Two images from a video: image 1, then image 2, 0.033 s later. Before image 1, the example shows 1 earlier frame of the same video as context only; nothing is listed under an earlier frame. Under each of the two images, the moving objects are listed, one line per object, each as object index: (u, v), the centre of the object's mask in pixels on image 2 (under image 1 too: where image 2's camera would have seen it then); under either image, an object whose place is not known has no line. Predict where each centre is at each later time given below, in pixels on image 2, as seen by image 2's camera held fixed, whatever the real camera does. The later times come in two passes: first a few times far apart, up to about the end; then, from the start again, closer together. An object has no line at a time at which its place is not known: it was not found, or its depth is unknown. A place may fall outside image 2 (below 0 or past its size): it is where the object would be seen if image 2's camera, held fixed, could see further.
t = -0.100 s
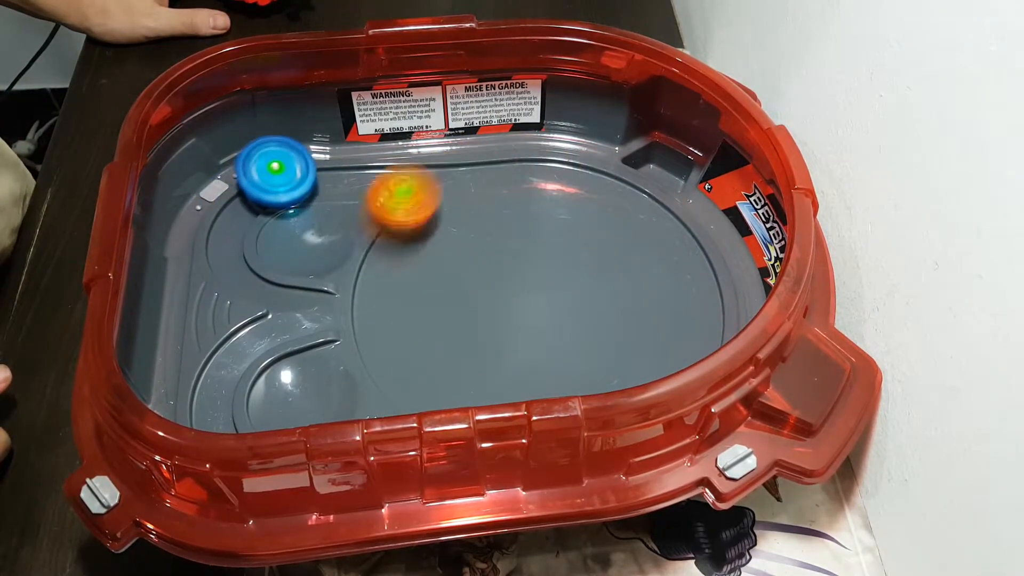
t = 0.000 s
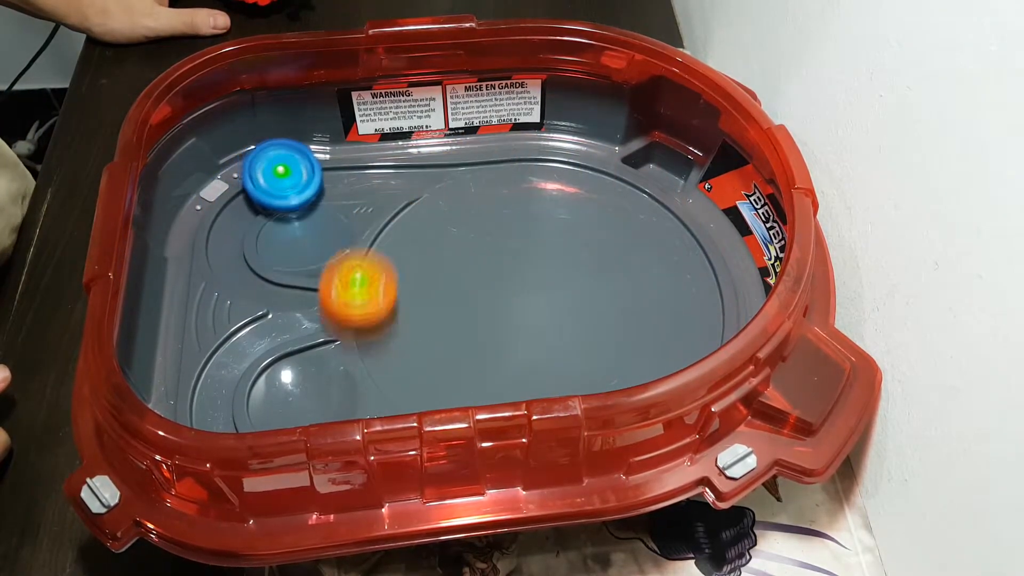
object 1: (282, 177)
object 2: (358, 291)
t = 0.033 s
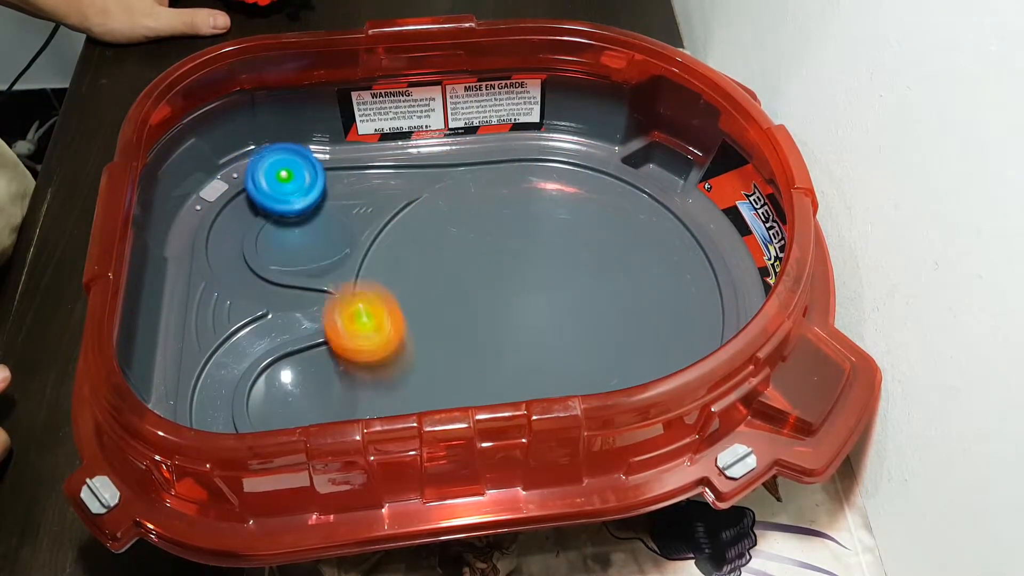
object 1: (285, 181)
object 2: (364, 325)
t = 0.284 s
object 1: (313, 179)
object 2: (620, 381)
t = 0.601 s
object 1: (360, 175)
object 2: (632, 180)
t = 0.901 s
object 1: (366, 168)
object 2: (415, 239)
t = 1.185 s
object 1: (282, 173)
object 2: (471, 384)
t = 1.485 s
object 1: (218, 254)
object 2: (674, 337)
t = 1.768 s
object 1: (325, 275)
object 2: (539, 214)
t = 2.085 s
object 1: (382, 348)
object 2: (433, 271)
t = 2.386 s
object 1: (508, 370)
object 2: (560, 300)
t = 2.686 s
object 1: (578, 270)
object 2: (524, 199)
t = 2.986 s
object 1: (529, 186)
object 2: (453, 312)
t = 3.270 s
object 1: (458, 241)
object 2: (597, 360)
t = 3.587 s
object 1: (522, 348)
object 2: (614, 251)
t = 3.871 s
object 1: (632, 350)
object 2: (460, 263)
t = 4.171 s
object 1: (596, 280)
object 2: (459, 379)
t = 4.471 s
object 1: (471, 270)
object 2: (602, 340)
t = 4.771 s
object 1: (407, 326)
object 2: (539, 228)
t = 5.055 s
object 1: (500, 346)
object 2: (418, 236)
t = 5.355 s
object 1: (566, 269)
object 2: (486, 354)
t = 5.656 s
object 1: (530, 206)
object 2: (629, 291)
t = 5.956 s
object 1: (484, 272)
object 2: (557, 199)
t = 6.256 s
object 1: (540, 350)
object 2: (441, 287)
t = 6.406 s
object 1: (586, 357)
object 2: (462, 358)
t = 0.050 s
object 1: (286, 181)
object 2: (372, 342)
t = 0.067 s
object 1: (287, 181)
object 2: (383, 358)
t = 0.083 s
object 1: (288, 181)
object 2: (395, 374)
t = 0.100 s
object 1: (290, 181)
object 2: (409, 384)
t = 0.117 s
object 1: (291, 182)
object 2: (421, 389)
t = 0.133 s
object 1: (292, 181)
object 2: (437, 395)
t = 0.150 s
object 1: (293, 181)
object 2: (458, 398)
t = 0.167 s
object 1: (295, 181)
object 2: (479, 399)
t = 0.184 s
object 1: (298, 181)
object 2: (500, 400)
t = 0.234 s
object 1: (305, 180)
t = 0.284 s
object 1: (313, 179)
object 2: (620, 381)
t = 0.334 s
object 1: (319, 179)
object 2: (658, 362)
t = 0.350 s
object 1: (322, 179)
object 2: (669, 353)
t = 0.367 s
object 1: (324, 179)
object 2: (679, 345)
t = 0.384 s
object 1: (326, 179)
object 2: (689, 335)
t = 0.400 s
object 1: (328, 178)
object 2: (698, 325)
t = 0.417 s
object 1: (331, 179)
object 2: (707, 312)
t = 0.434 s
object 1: (333, 178)
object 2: (711, 300)
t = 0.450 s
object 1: (336, 178)
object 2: (710, 286)
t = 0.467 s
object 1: (338, 178)
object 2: (707, 272)
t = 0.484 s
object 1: (340, 177)
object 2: (700, 258)
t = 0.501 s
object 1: (344, 178)
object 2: (694, 244)
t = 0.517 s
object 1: (346, 177)
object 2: (687, 230)
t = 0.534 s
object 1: (349, 177)
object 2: (679, 218)
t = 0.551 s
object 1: (351, 177)
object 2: (668, 207)
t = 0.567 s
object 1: (354, 176)
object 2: (657, 198)
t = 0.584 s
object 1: (357, 176)
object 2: (644, 187)
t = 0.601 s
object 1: (360, 175)
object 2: (632, 180)
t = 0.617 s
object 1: (363, 175)
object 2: (617, 174)
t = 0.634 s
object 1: (366, 176)
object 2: (604, 170)
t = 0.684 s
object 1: (375, 175)
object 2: (556, 157)
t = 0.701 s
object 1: (378, 175)
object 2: (539, 157)
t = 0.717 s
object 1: (381, 173)
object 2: (522, 158)
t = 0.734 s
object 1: (384, 174)
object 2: (507, 159)
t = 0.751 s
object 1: (387, 173)
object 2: (491, 162)
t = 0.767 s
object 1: (390, 173)
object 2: (477, 166)
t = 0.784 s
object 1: (391, 172)
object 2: (462, 172)
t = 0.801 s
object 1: (388, 165)
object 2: (453, 181)
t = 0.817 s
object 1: (384, 157)
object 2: (447, 191)
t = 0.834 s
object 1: (380, 152)
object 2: (439, 199)
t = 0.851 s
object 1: (377, 154)
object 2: (433, 209)
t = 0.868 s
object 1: (373, 158)
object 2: (426, 218)
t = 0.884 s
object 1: (370, 164)
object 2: (420, 229)
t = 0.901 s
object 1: (366, 168)
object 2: (415, 239)
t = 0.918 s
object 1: (362, 171)
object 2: (410, 250)
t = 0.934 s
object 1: (357, 169)
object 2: (407, 261)
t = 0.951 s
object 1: (353, 168)
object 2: (405, 271)
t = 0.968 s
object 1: (349, 167)
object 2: (404, 282)
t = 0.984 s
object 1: (345, 168)
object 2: (403, 293)
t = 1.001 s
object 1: (341, 169)
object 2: (404, 303)
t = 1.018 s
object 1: (337, 171)
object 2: (406, 314)
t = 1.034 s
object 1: (332, 169)
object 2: (408, 325)
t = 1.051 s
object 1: (327, 168)
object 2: (412, 335)
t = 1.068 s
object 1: (323, 169)
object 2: (417, 345)
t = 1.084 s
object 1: (319, 170)
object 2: (422, 354)
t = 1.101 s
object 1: (313, 171)
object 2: (428, 362)
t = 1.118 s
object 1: (307, 170)
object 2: (435, 370)
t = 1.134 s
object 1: (302, 171)
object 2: (443, 375)
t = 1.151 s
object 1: (296, 172)
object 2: (451, 379)
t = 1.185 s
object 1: (282, 173)
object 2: (471, 384)
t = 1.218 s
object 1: (269, 177)
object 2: (493, 387)
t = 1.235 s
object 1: (263, 179)
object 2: (505, 388)
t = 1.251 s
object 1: (257, 181)
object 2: (518, 388)
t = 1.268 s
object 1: (251, 185)
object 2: (532, 388)
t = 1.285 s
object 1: (245, 190)
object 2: (547, 388)
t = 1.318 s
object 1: (236, 200)
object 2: (576, 386)
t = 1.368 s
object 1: (226, 217)
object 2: (616, 378)
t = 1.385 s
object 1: (224, 222)
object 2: (627, 374)
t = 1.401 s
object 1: (222, 226)
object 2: (638, 369)
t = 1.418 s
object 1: (220, 232)
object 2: (648, 364)
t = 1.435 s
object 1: (219, 237)
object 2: (656, 358)
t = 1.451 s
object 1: (218, 244)
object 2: (663, 351)
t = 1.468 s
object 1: (217, 250)
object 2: (669, 344)
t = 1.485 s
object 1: (218, 254)
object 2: (674, 337)
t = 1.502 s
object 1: (219, 258)
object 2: (677, 329)
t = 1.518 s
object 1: (223, 261)
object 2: (677, 318)
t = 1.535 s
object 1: (230, 264)
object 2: (675, 308)
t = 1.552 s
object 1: (236, 267)
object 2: (671, 297)
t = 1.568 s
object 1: (241, 270)
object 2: (666, 285)
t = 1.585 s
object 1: (248, 272)
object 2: (660, 275)
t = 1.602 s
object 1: (254, 274)
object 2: (652, 265)
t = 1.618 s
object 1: (260, 275)
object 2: (644, 256)
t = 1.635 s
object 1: (267, 276)
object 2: (634, 247)
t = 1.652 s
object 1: (275, 275)
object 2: (624, 240)
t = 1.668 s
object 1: (283, 274)
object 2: (613, 233)
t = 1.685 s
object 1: (292, 273)
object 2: (601, 228)
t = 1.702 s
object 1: (300, 271)
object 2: (590, 224)
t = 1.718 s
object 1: (308, 272)
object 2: (577, 220)
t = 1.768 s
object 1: (325, 275)
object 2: (539, 214)
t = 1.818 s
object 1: (338, 273)
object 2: (501, 213)
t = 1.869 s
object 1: (348, 274)
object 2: (466, 220)
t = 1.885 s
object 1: (350, 274)
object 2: (455, 224)
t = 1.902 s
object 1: (353, 275)
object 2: (444, 228)
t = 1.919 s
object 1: (356, 278)
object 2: (434, 233)
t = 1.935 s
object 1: (360, 282)
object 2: (425, 239)
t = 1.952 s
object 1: (361, 288)
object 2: (421, 243)
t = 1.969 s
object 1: (359, 295)
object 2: (422, 244)
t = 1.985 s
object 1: (362, 304)
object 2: (424, 246)
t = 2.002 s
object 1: (364, 312)
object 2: (426, 249)
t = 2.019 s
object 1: (368, 320)
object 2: (428, 251)
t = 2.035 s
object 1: (371, 328)
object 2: (429, 256)
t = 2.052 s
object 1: (375, 335)
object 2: (431, 259)
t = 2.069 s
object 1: (378, 341)
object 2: (432, 265)
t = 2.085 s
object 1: (382, 348)
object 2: (433, 271)
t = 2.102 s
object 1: (386, 354)
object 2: (433, 276)
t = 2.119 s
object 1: (390, 360)
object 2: (434, 282)
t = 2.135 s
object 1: (394, 364)
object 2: (437, 289)
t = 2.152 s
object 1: (399, 369)
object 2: (441, 295)
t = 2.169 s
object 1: (405, 373)
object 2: (446, 301)
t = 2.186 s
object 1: (412, 375)
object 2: (453, 306)
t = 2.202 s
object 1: (418, 377)
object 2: (460, 311)
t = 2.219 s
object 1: (425, 378)
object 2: (469, 315)
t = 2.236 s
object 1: (433, 379)
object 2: (478, 318)
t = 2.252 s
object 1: (441, 379)
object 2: (488, 320)
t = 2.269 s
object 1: (449, 379)
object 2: (498, 320)
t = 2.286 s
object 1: (458, 379)
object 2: (508, 320)
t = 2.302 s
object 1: (467, 379)
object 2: (518, 319)
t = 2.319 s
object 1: (476, 377)
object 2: (527, 317)
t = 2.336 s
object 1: (484, 376)
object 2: (536, 313)
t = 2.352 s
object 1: (493, 374)
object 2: (545, 309)
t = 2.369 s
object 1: (502, 372)
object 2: (552, 305)
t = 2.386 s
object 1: (508, 370)
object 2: (560, 300)
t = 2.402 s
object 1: (516, 367)
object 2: (567, 294)
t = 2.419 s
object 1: (523, 364)
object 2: (572, 287)
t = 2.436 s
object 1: (529, 361)
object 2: (576, 280)
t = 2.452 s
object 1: (536, 356)
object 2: (580, 273)
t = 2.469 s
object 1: (541, 350)
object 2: (582, 266)
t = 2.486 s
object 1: (546, 345)
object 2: (583, 258)
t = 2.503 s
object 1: (551, 339)
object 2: (583, 251)
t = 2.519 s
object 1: (556, 333)
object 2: (582, 244)
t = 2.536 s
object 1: (559, 327)
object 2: (580, 238)
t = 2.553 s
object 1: (563, 321)
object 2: (577, 231)
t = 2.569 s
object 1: (565, 315)
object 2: (573, 225)
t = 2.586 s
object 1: (569, 308)
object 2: (568, 219)
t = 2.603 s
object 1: (571, 302)
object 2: (562, 214)
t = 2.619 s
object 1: (573, 296)
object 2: (556, 209)
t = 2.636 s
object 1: (575, 289)
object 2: (548, 205)
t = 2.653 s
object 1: (577, 283)
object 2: (541, 202)
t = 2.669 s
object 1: (577, 277)
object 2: (532, 200)
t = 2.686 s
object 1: (578, 270)
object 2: (524, 199)
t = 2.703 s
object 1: (579, 264)
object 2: (515, 199)
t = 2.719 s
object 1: (579, 258)
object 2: (506, 200)
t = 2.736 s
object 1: (579, 251)
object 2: (497, 202)
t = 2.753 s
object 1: (578, 245)
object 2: (489, 205)
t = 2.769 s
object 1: (577, 240)
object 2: (481, 209)
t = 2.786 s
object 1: (575, 233)
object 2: (474, 214)
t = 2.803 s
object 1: (573, 227)
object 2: (466, 220)
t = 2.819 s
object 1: (571, 223)
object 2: (460, 226)
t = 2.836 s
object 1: (568, 217)
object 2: (455, 234)
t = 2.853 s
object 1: (565, 212)
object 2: (451, 243)
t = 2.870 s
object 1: (562, 208)
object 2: (447, 252)
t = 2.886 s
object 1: (558, 203)
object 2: (445, 260)
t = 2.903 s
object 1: (554, 200)
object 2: (444, 268)
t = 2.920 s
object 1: (550, 196)
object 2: (443, 276)
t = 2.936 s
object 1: (545, 192)
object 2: (444, 286)
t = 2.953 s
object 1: (540, 189)
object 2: (446, 295)
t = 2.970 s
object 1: (535, 188)
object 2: (449, 304)
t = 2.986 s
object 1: (529, 186)
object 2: (453, 312)
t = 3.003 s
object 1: (523, 184)
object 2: (459, 321)
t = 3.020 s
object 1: (518, 184)
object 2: (465, 328)
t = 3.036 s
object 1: (512, 184)
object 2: (471, 335)
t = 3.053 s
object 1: (506, 185)
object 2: (478, 342)
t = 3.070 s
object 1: (501, 186)
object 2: (486, 346)
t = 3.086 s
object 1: (495, 188)
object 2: (495, 352)
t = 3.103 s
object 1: (490, 191)
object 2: (504, 356)
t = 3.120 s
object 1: (484, 194)
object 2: (513, 360)
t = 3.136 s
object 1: (480, 198)
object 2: (522, 363)
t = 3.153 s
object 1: (476, 202)
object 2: (532, 365)
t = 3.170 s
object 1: (471, 207)
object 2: (541, 366)
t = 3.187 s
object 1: (468, 212)
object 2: (551, 366)
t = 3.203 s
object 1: (465, 217)
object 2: (561, 366)
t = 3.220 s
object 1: (463, 223)
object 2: (571, 365)
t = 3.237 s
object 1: (461, 229)
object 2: (580, 364)
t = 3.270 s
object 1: (458, 241)
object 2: (597, 360)
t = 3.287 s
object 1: (458, 248)
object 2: (604, 357)
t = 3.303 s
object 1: (458, 255)
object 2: (612, 354)
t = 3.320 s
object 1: (459, 261)
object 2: (619, 349)
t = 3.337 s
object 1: (460, 267)
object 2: (625, 344)
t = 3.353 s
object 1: (462, 274)
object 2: (631, 339)
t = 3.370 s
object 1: (464, 280)
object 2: (635, 333)
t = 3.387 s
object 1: (467, 287)
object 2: (639, 328)
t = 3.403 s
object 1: (470, 293)
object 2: (642, 321)
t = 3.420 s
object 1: (473, 298)
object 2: (644, 314)
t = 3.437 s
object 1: (477, 305)
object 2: (646, 308)
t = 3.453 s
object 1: (481, 310)
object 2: (646, 301)
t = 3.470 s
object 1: (486, 316)
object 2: (646, 293)
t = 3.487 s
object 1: (490, 321)
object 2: (644, 287)
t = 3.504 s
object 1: (495, 326)
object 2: (641, 280)
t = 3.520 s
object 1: (500, 331)
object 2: (638, 274)
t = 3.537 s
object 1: (505, 336)
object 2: (633, 268)
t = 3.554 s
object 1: (511, 340)
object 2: (628, 262)
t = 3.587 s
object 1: (522, 348)
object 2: (614, 251)
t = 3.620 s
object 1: (536, 356)
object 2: (597, 243)
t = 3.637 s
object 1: (542, 358)
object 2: (588, 239)
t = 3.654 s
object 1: (549, 360)
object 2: (578, 237)
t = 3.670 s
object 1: (556, 362)
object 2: (568, 236)
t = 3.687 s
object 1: (563, 363)
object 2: (558, 234)
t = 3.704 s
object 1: (570, 363)
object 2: (548, 234)
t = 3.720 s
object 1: (577, 363)
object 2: (538, 234)
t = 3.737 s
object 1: (584, 363)
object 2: (528, 235)
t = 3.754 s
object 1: (591, 363)
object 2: (518, 237)
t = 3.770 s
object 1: (598, 362)
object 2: (509, 239)
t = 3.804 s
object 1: (610, 359)
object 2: (491, 245)
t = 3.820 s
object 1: (616, 358)
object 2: (482, 249)
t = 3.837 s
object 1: (622, 356)
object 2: (475, 253)
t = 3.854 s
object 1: (627, 353)
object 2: (467, 257)
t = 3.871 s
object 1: (632, 350)
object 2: (460, 263)
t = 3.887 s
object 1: (636, 347)
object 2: (454, 268)
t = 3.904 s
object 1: (639, 344)
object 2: (449, 274)
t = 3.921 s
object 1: (642, 339)
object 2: (444, 280)
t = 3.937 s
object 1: (643, 336)
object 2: (439, 287)
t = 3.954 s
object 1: (644, 330)
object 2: (435, 293)
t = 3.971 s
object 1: (643, 325)
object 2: (432, 299)
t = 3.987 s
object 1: (643, 321)
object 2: (430, 306)
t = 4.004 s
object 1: (641, 316)
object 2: (428, 314)
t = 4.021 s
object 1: (639, 311)
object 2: (427, 322)
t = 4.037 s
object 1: (635, 306)
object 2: (427, 330)
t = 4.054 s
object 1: (632, 302)
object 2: (428, 337)
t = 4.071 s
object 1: (628, 298)
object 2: (430, 343)
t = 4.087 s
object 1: (623, 294)
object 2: (432, 353)
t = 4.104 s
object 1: (618, 291)
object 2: (436, 360)
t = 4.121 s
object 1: (613, 288)
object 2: (440, 367)
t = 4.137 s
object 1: (607, 285)
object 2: (446, 371)
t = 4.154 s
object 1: (602, 283)
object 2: (452, 376)
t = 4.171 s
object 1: (596, 280)
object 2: (459, 379)
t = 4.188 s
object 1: (589, 278)
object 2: (466, 381)
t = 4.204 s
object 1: (582, 275)
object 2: (475, 383)
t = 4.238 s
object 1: (568, 272)
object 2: (493, 384)
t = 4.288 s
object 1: (547, 269)
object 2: (524, 383)
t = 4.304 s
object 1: (541, 268)
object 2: (534, 382)
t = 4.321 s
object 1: (534, 267)
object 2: (544, 380)
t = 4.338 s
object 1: (527, 267)
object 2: (554, 378)
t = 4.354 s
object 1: (519, 267)
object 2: (563, 375)
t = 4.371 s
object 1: (512, 267)
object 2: (571, 372)
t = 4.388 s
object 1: (506, 266)
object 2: (579, 369)
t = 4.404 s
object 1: (499, 267)
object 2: (586, 365)
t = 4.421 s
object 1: (491, 267)
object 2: (591, 361)
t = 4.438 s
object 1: (485, 268)
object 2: (596, 355)
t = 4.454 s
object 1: (478, 269)
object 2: (600, 348)
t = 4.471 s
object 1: (471, 270)
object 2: (602, 340)
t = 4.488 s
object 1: (465, 271)
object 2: (604, 332)
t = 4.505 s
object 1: (458, 273)
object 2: (605, 324)
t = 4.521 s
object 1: (452, 275)
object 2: (605, 316)
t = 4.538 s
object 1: (446, 276)
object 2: (604, 309)
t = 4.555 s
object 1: (441, 279)
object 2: (602, 301)
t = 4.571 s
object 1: (435, 281)
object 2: (600, 293)
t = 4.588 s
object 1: (430, 284)
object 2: (597, 286)
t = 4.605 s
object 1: (426, 286)
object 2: (594, 279)
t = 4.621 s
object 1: (421, 290)
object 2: (590, 273)
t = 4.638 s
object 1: (417, 294)
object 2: (586, 266)
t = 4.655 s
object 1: (414, 297)
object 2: (581, 260)
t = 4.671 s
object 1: (411, 301)
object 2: (576, 254)
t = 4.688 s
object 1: (409, 305)
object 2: (570, 249)
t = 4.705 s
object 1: (407, 309)
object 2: (564, 244)
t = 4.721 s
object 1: (406, 313)
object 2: (558, 240)
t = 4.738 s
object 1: (406, 317)
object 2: (552, 236)
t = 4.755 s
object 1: (406, 322)
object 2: (545, 231)
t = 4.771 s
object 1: (407, 326)
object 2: (539, 228)
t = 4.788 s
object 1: (409, 330)
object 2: (532, 224)
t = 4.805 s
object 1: (412, 335)
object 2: (525, 222)
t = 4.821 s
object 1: (415, 338)
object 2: (518, 219)
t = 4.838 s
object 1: (420, 342)
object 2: (510, 217)
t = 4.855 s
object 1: (424, 345)
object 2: (503, 215)
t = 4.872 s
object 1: (429, 349)
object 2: (496, 214)
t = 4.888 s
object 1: (436, 351)
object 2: (488, 214)
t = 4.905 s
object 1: (441, 352)
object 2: (481, 214)
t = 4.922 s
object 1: (448, 354)
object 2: (473, 214)
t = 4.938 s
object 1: (454, 354)
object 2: (465, 214)
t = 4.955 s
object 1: (461, 355)
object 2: (458, 215)
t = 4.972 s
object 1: (468, 355)
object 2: (450, 217)
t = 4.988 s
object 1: (474, 354)
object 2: (443, 220)
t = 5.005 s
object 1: (481, 353)
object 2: (436, 223)
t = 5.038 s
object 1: (494, 349)
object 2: (424, 231)
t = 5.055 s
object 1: (500, 346)
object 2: (418, 236)
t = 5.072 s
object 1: (506, 344)
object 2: (413, 242)
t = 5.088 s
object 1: (512, 340)
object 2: (409, 249)
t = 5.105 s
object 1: (517, 337)
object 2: (407, 256)
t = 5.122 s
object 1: (522, 333)
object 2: (405, 263)
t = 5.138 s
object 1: (527, 329)
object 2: (403, 271)
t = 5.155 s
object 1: (531, 325)
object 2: (404, 279)
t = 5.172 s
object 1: (536, 321)
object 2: (405, 287)
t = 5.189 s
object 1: (540, 316)
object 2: (408, 295)
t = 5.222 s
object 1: (547, 307)
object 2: (416, 311)
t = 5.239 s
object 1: (550, 303)
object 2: (422, 318)
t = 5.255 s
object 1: (554, 298)
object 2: (429, 326)
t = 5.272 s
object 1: (556, 293)
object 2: (437, 332)
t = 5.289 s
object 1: (559, 288)
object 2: (446, 338)
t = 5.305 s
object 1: (561, 283)
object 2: (455, 343)
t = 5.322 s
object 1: (563, 279)
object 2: (464, 347)
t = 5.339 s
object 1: (565, 274)
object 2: (475, 351)
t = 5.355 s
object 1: (566, 269)
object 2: (486, 354)
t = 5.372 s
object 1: (567, 264)
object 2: (497, 355)
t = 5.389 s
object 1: (567, 258)
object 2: (507, 356)
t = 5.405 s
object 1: (568, 254)
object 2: (518, 357)
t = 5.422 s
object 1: (568, 250)
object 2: (529, 356)
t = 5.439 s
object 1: (567, 245)
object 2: (539, 355)
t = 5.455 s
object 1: (566, 240)
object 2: (550, 353)
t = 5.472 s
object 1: (565, 236)
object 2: (559, 350)
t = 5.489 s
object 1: (563, 232)
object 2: (569, 347)
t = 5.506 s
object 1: (561, 228)
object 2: (578, 343)
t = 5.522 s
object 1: (559, 224)
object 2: (586, 339)
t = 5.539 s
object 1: (556, 221)
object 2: (594, 334)
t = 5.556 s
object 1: (553, 218)
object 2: (601, 329)
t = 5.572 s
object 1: (550, 214)
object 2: (607, 323)
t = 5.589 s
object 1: (546, 212)
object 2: (613, 317)
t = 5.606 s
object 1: (543, 209)
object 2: (618, 310)
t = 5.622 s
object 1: (538, 208)
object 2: (622, 305)
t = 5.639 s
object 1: (534, 207)
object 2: (626, 298)
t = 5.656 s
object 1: (530, 206)
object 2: (629, 291)
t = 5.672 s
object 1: (525, 207)
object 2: (631, 284)
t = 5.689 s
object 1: (520, 207)
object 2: (632, 277)
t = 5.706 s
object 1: (516, 208)
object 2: (632, 271)
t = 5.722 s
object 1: (511, 210)
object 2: (632, 264)
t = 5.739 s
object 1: (507, 212)
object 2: (631, 257)
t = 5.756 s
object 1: (503, 216)
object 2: (629, 250)
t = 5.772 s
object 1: (500, 219)
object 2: (627, 244)
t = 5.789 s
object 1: (496, 222)
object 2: (623, 238)
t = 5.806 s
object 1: (493, 226)
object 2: (620, 231)
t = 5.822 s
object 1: (490, 231)
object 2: (615, 226)
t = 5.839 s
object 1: (488, 235)
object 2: (610, 221)
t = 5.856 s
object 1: (487, 240)
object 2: (603, 216)
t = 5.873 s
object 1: (485, 244)
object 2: (597, 211)
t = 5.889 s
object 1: (484, 250)
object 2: (590, 207)
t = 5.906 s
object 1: (484, 255)
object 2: (582, 205)
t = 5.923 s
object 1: (484, 261)
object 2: (574, 202)
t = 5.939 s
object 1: (484, 266)
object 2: (565, 201)
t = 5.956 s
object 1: (484, 272)
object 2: (557, 199)
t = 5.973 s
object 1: (485, 276)
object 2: (548, 198)
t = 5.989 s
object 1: (486, 282)
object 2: (538, 199)
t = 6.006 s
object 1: (488, 286)
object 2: (529, 201)
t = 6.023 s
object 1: (490, 291)
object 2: (520, 203)
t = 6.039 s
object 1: (492, 296)
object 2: (512, 205)
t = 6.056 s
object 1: (494, 301)
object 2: (503, 208)
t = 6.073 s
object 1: (497, 306)
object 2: (495, 212)
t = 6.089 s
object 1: (500, 311)
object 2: (487, 216)
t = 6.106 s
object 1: (503, 315)
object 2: (480, 222)
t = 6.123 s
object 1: (507, 320)
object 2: (473, 227)
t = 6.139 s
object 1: (510, 325)
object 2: (466, 234)
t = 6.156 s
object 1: (513, 329)
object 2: (460, 241)
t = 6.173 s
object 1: (517, 333)
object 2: (455, 248)
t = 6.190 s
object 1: (521, 337)
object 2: (451, 255)
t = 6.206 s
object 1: (526, 341)
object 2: (447, 263)
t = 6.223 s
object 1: (530, 344)
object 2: (444, 271)
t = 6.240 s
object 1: (535, 347)
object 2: (442, 280)
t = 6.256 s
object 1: (540, 350)
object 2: (441, 287)
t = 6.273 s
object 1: (546, 353)
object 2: (440, 296)
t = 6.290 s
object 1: (551, 354)
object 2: (440, 304)
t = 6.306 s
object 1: (556, 356)
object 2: (441, 312)
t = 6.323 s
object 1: (561, 357)
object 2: (443, 320)
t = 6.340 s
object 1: (566, 358)
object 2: (445, 328)
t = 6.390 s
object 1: (582, 358)
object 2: (457, 351)
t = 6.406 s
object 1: (586, 357)
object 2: (462, 358)
